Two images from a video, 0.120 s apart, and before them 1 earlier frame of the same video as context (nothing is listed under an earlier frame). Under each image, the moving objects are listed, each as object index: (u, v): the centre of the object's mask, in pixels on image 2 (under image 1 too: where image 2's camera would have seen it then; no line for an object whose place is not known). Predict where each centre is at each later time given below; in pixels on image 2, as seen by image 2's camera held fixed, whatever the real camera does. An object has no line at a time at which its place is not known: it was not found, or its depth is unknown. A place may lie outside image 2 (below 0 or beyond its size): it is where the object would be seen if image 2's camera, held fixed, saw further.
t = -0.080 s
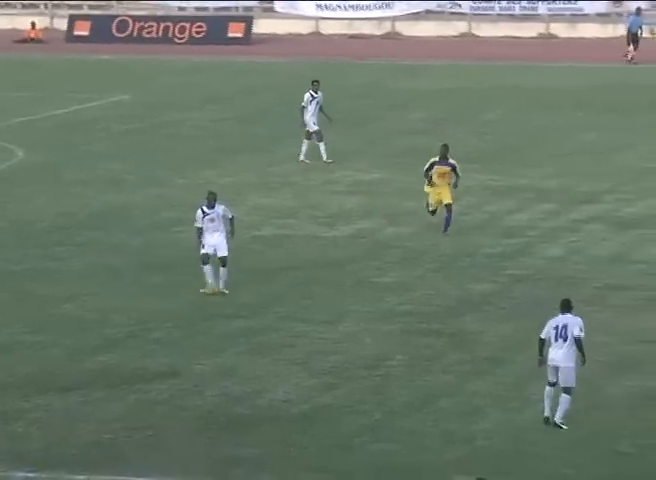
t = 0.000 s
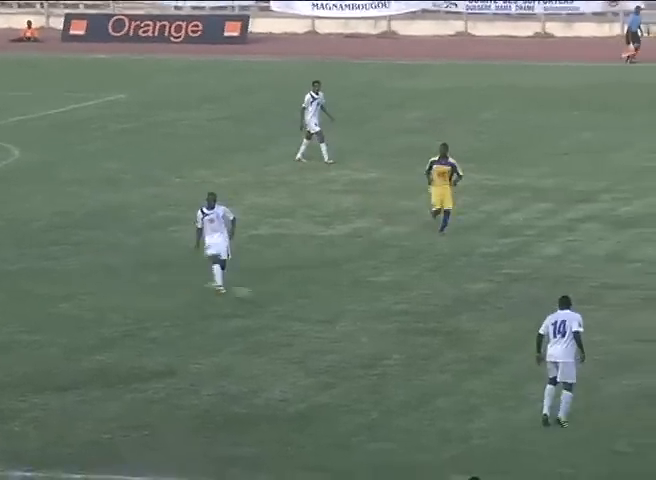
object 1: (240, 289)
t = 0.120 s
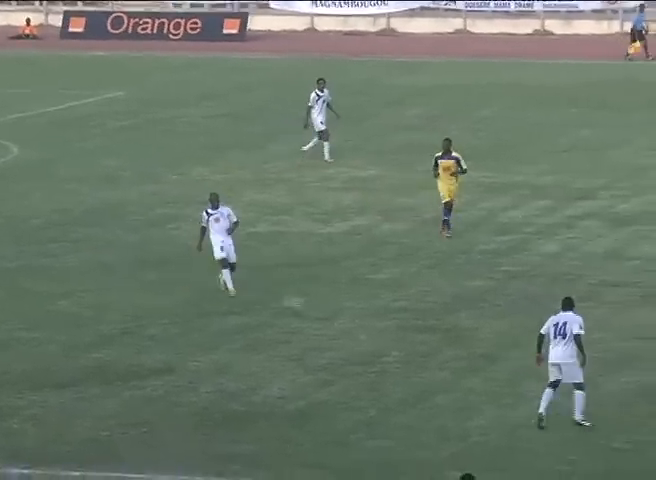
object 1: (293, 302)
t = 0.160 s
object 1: (312, 311)
